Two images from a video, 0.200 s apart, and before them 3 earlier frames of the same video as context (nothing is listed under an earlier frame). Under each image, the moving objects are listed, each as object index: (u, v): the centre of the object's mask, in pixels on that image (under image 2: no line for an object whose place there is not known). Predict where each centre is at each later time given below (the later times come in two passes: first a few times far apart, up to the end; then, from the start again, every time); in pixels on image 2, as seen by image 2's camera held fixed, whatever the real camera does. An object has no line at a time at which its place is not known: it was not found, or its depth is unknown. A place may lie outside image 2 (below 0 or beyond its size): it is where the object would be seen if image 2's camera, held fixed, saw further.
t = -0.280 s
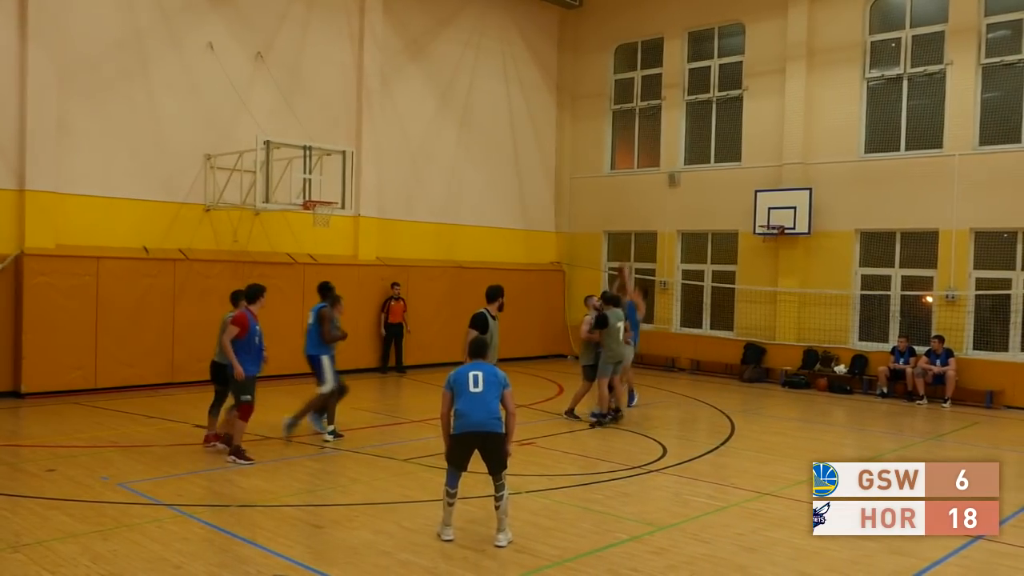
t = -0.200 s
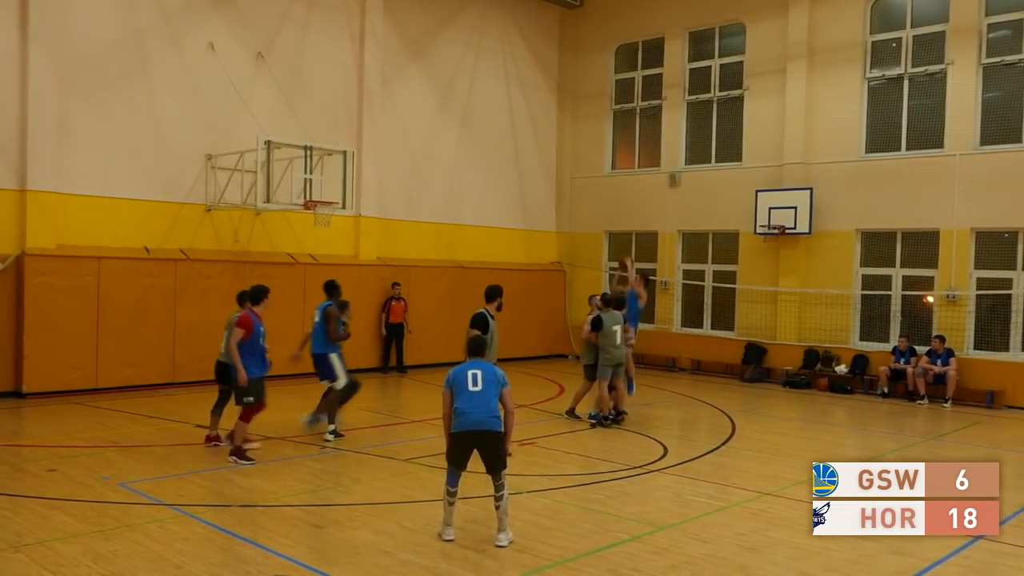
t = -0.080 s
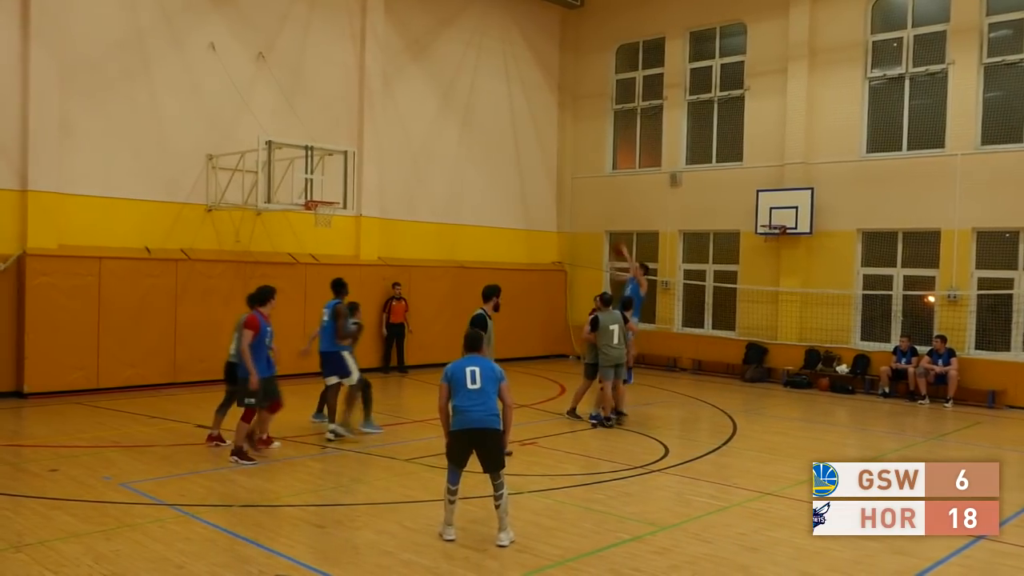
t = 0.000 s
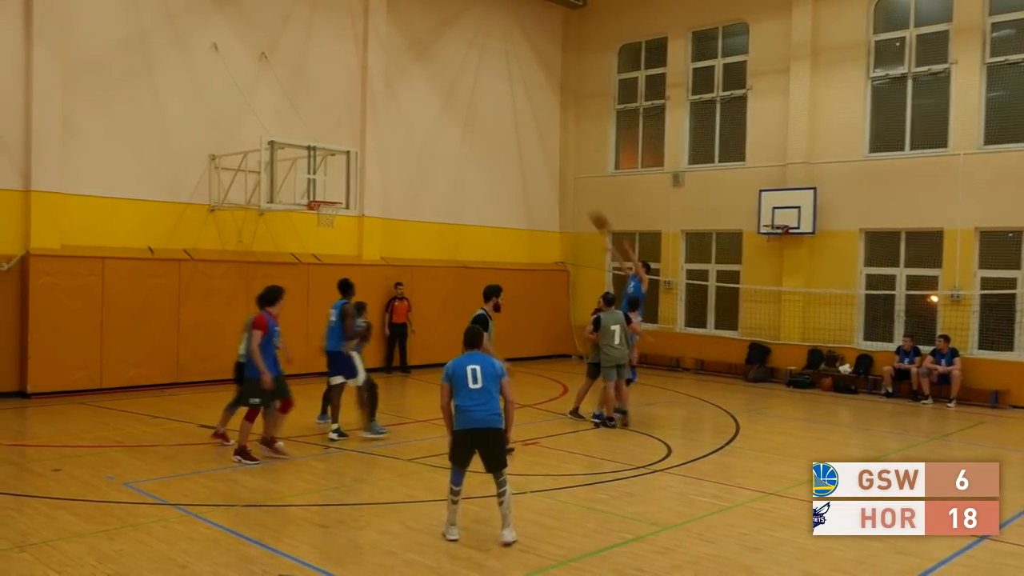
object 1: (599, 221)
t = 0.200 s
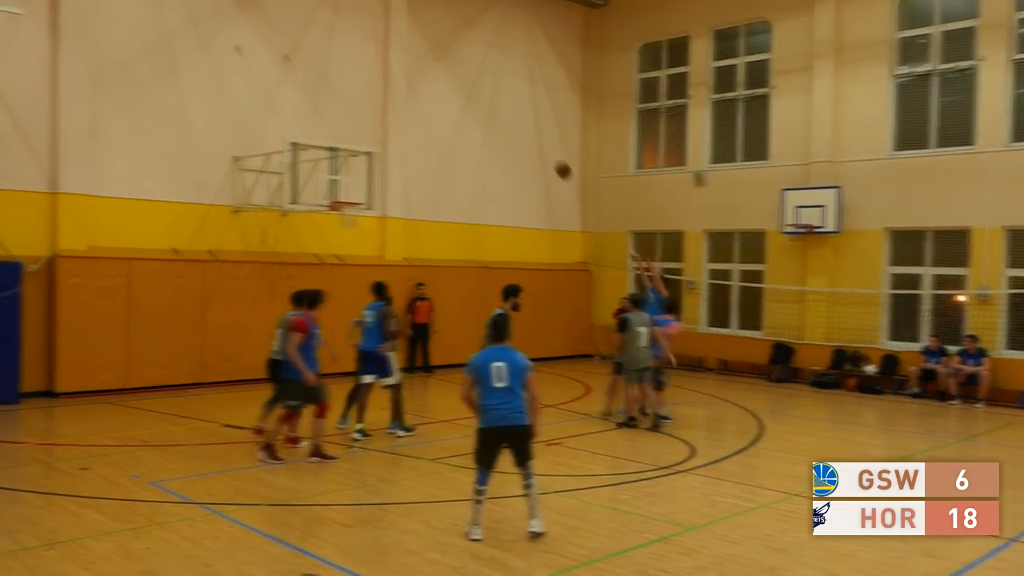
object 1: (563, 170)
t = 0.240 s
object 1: (551, 163)
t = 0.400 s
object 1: (504, 144)
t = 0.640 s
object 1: (434, 146)
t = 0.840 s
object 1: (375, 175)
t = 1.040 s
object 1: (349, 209)
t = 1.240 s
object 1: (360, 214)
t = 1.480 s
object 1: (345, 219)
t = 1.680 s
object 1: (337, 237)
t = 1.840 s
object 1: (330, 270)
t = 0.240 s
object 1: (551, 163)
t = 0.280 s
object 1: (540, 157)
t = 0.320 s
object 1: (527, 151)
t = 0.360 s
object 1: (516, 147)
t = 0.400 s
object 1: (504, 144)
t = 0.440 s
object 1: (492, 141)
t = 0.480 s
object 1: (480, 140)
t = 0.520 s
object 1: (468, 140)
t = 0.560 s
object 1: (457, 141)
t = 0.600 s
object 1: (445, 143)
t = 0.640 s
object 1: (434, 146)
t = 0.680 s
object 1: (422, 149)
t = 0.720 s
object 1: (410, 154)
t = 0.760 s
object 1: (399, 160)
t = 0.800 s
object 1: (387, 167)
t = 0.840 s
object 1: (375, 175)
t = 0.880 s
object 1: (363, 183)
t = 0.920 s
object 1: (352, 192)
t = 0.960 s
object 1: (343, 201)
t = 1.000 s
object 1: (341, 205)
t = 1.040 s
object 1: (349, 209)
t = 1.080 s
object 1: (353, 210)
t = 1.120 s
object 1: (356, 213)
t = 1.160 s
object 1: (359, 214)
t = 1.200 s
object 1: (360, 214)
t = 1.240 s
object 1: (360, 214)
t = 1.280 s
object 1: (358, 214)
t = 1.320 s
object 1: (355, 213)
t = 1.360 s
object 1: (352, 214)
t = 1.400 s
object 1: (349, 214)
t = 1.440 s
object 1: (347, 217)
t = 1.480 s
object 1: (345, 219)
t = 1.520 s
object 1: (343, 221)
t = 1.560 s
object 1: (341, 223)
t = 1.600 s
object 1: (340, 227)
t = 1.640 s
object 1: (338, 232)
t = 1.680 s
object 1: (337, 237)
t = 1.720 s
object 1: (335, 243)
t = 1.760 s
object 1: (334, 251)
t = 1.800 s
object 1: (332, 260)
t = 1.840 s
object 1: (330, 270)
